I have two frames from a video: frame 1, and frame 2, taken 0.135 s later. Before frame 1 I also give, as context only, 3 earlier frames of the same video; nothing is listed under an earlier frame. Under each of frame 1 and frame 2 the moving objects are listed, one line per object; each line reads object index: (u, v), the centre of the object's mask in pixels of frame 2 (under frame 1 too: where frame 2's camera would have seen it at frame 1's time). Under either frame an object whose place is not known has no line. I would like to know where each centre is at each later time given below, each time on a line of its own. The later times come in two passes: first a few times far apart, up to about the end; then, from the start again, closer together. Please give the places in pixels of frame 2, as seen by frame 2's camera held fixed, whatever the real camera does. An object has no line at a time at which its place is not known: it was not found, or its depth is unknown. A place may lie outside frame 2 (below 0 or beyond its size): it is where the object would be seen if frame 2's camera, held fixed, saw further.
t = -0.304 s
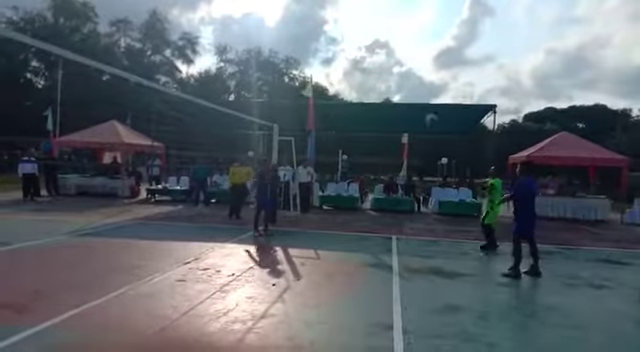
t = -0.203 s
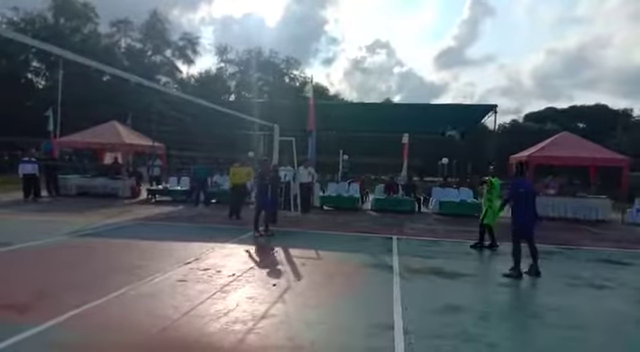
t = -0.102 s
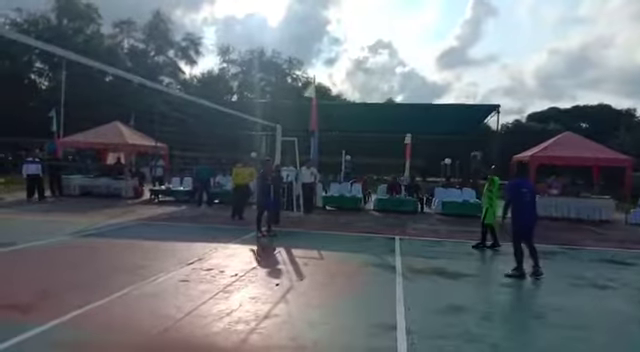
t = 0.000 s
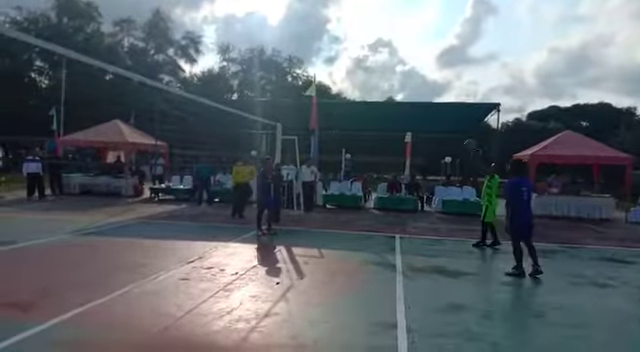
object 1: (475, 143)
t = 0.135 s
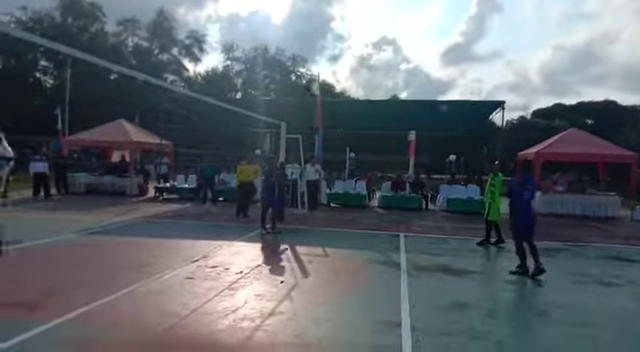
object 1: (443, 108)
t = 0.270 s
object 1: (418, 85)
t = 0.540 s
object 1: (363, 65)
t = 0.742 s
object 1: (323, 74)
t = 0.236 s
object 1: (425, 91)
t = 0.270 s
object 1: (418, 85)
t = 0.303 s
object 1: (410, 82)
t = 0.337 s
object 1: (404, 77)
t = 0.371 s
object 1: (397, 74)
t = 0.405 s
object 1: (390, 71)
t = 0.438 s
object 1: (383, 68)
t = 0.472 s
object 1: (376, 67)
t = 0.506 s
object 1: (369, 66)
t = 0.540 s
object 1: (363, 65)
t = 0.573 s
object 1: (356, 65)
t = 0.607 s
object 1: (350, 66)
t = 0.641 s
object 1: (343, 67)
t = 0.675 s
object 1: (336, 68)
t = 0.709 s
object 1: (329, 71)
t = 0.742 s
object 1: (323, 74)
